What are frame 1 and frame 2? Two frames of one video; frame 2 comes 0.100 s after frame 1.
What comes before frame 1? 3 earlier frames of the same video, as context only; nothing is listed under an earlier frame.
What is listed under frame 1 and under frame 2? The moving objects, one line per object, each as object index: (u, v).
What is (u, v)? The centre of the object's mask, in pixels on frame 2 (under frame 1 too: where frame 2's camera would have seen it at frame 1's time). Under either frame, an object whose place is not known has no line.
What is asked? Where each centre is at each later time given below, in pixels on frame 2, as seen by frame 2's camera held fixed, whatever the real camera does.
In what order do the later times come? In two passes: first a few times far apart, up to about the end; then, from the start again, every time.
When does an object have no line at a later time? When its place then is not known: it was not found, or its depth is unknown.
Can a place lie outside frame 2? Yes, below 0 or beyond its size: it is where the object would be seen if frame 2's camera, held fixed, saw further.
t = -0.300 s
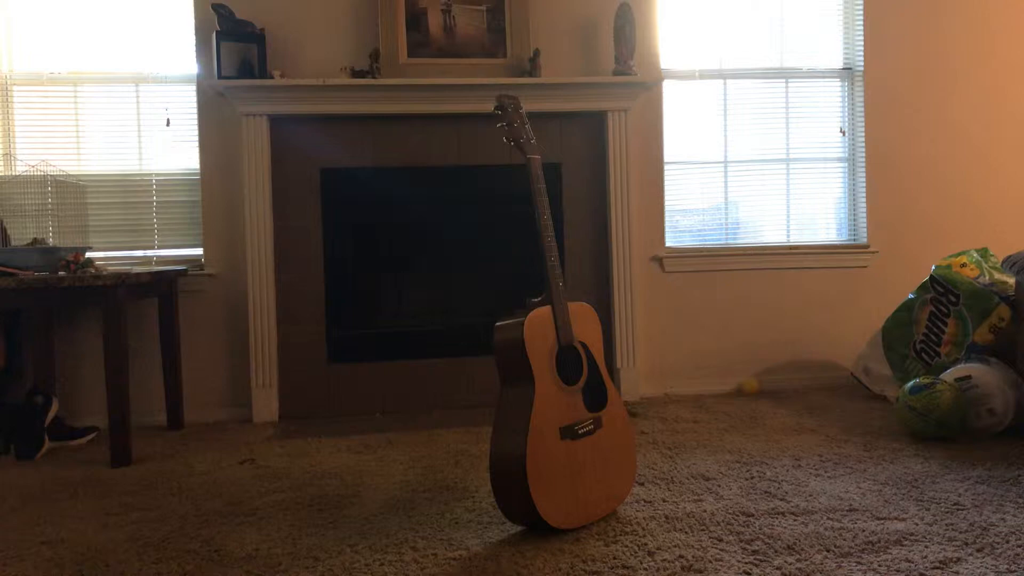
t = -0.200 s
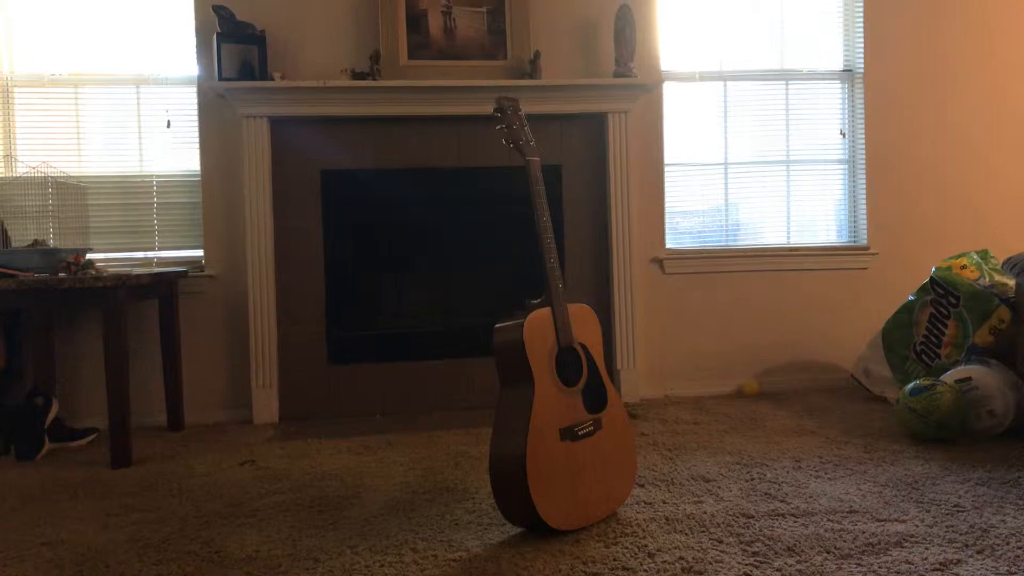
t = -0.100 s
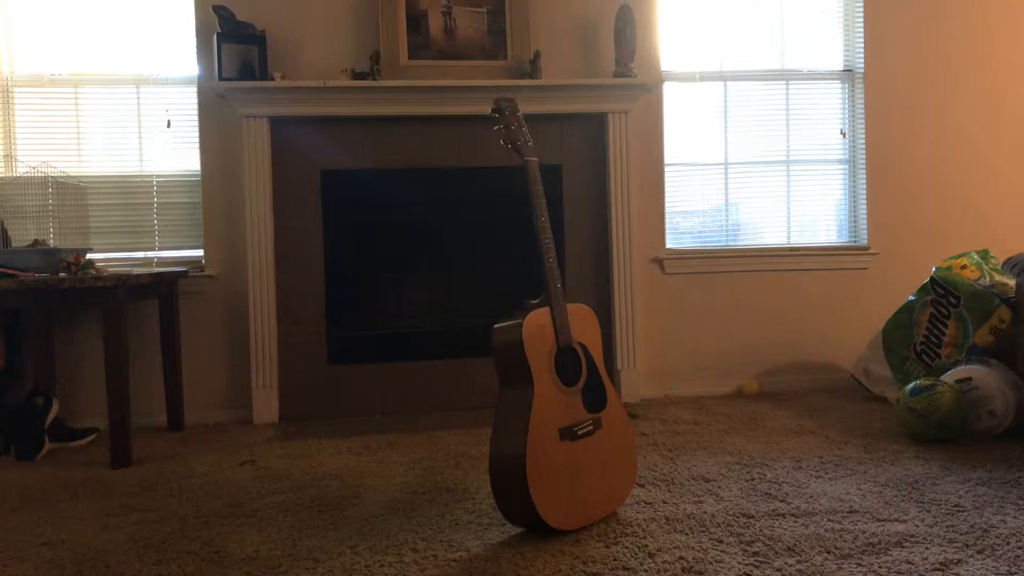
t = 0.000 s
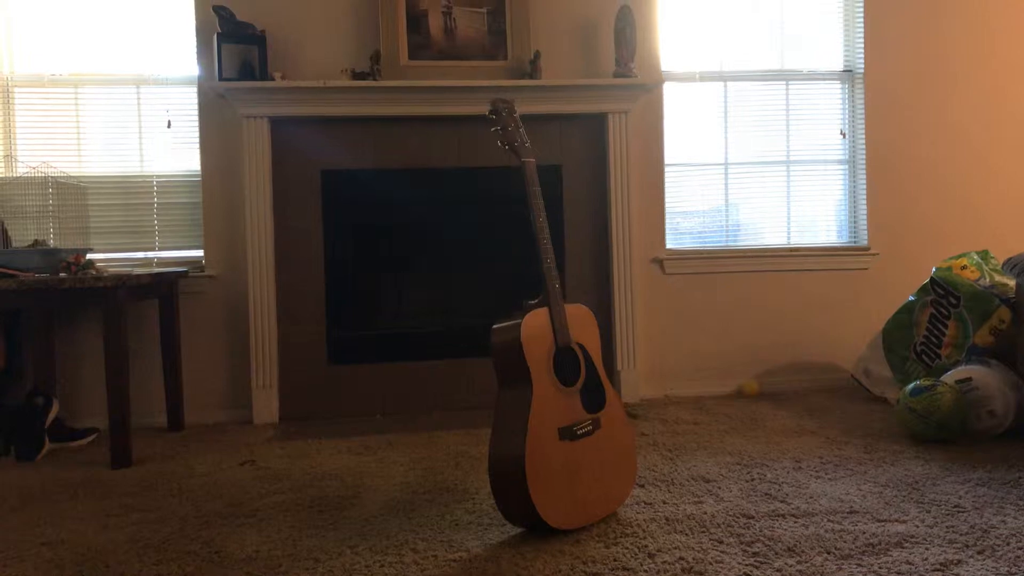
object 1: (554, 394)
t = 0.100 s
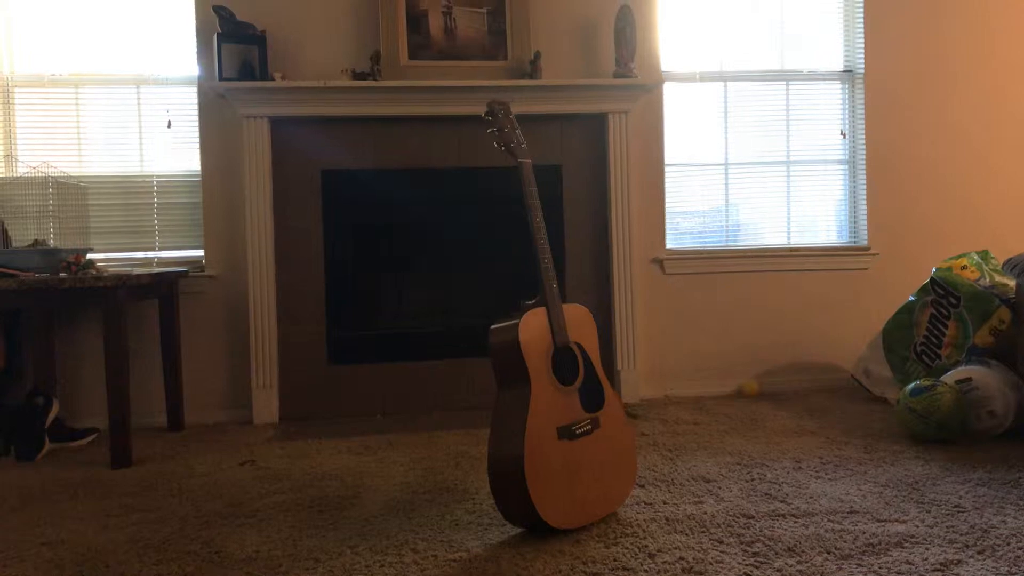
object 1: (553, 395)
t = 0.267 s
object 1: (549, 394)
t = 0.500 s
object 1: (539, 397)
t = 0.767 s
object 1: (513, 407)
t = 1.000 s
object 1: (491, 464)
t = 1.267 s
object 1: (466, 471)
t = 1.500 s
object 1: (467, 471)
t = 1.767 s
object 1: (467, 471)
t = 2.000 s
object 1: (467, 471)
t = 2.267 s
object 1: (466, 471)
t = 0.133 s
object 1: (552, 394)
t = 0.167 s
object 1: (551, 394)
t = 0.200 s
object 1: (550, 394)
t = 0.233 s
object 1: (550, 395)
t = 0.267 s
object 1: (549, 394)
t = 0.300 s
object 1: (548, 395)
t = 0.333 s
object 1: (546, 395)
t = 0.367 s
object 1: (545, 394)
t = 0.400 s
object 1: (544, 394)
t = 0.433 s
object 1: (542, 396)
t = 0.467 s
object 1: (540, 396)
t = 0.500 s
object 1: (539, 397)
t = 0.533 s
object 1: (537, 399)
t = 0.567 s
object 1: (534, 399)
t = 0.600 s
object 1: (531, 399)
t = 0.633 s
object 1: (529, 401)
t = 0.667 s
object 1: (525, 402)
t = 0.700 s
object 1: (522, 404)
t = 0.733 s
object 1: (517, 404)
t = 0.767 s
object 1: (513, 407)
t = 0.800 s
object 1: (507, 410)
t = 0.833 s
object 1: (504, 415)
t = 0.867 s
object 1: (498, 420)
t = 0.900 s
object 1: (492, 426)
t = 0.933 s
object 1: (486, 433)
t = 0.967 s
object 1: (495, 454)
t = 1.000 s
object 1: (491, 464)
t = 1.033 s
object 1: (484, 473)
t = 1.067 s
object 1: (472, 475)
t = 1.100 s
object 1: (471, 473)
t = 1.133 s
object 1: (469, 472)
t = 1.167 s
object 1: (469, 472)
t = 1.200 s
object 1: (468, 471)
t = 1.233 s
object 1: (467, 472)
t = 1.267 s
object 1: (466, 471)
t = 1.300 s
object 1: (466, 471)
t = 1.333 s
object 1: (467, 471)
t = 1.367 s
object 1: (466, 471)
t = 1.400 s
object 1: (467, 471)
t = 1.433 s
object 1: (467, 471)
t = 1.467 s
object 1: (466, 471)
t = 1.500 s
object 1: (467, 471)
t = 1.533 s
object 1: (467, 471)
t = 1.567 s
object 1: (467, 471)
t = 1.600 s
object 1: (467, 471)
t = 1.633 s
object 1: (467, 471)
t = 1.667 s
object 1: (467, 471)
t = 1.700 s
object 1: (467, 471)
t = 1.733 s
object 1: (467, 471)
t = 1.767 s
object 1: (467, 471)
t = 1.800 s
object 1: (467, 471)
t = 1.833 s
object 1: (467, 471)
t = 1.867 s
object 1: (467, 471)
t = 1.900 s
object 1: (466, 471)
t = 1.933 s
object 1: (467, 471)
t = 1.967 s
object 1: (467, 471)
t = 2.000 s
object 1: (467, 471)
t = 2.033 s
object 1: (467, 471)
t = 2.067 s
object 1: (466, 471)
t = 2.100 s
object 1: (466, 471)
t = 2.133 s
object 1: (466, 471)
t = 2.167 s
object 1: (466, 471)
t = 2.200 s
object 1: (466, 471)
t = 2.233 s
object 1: (466, 471)
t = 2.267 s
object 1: (466, 471)
